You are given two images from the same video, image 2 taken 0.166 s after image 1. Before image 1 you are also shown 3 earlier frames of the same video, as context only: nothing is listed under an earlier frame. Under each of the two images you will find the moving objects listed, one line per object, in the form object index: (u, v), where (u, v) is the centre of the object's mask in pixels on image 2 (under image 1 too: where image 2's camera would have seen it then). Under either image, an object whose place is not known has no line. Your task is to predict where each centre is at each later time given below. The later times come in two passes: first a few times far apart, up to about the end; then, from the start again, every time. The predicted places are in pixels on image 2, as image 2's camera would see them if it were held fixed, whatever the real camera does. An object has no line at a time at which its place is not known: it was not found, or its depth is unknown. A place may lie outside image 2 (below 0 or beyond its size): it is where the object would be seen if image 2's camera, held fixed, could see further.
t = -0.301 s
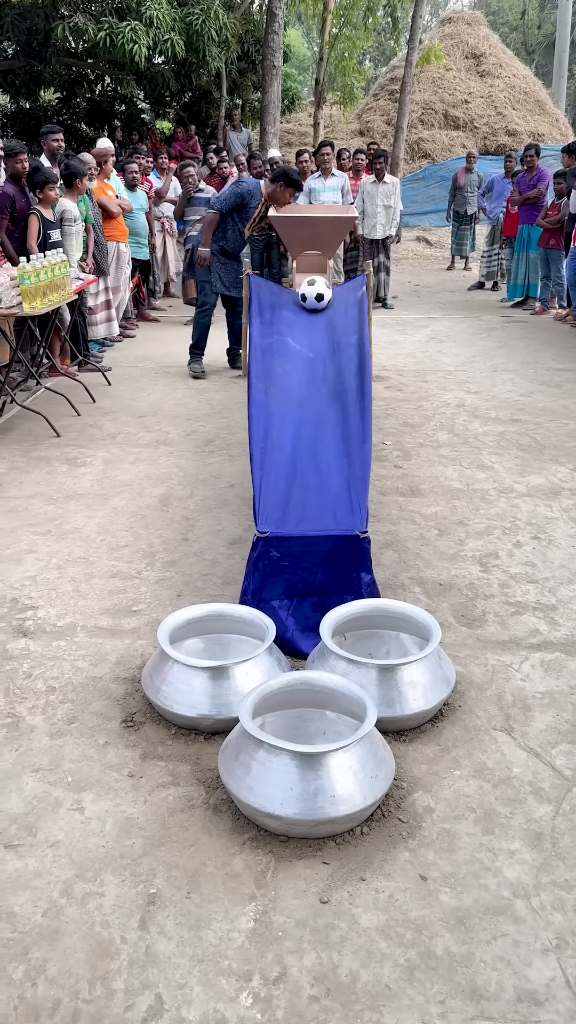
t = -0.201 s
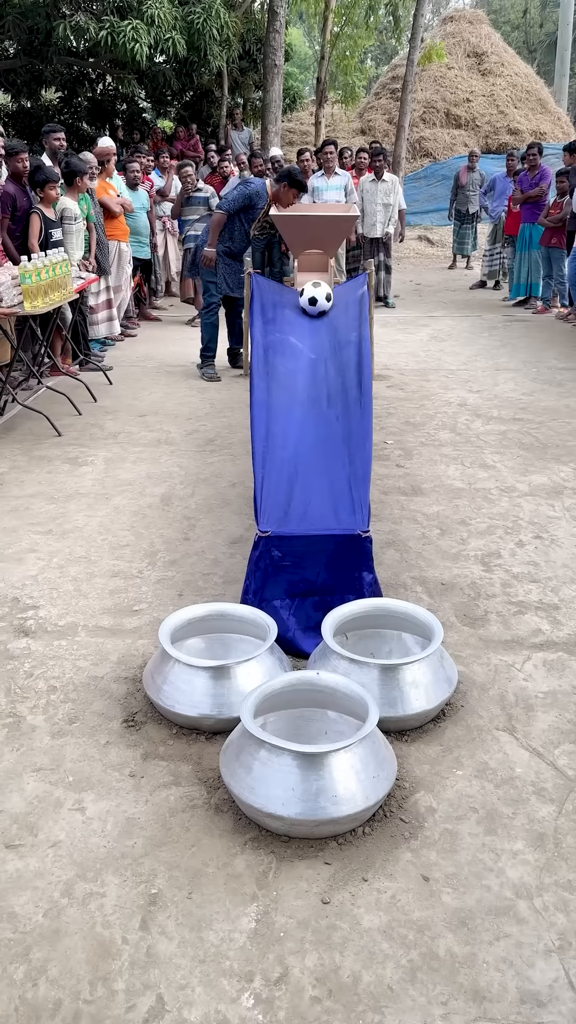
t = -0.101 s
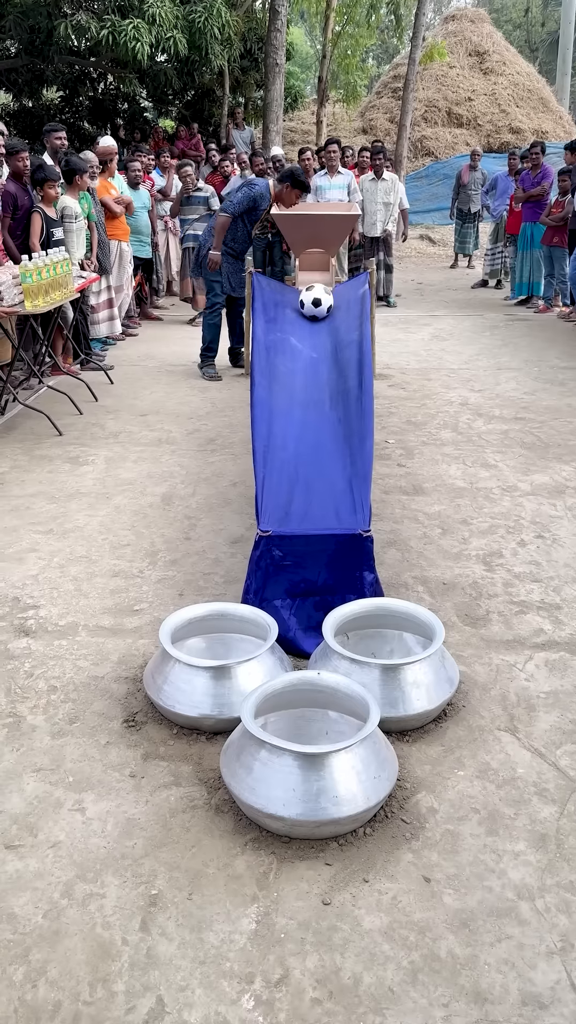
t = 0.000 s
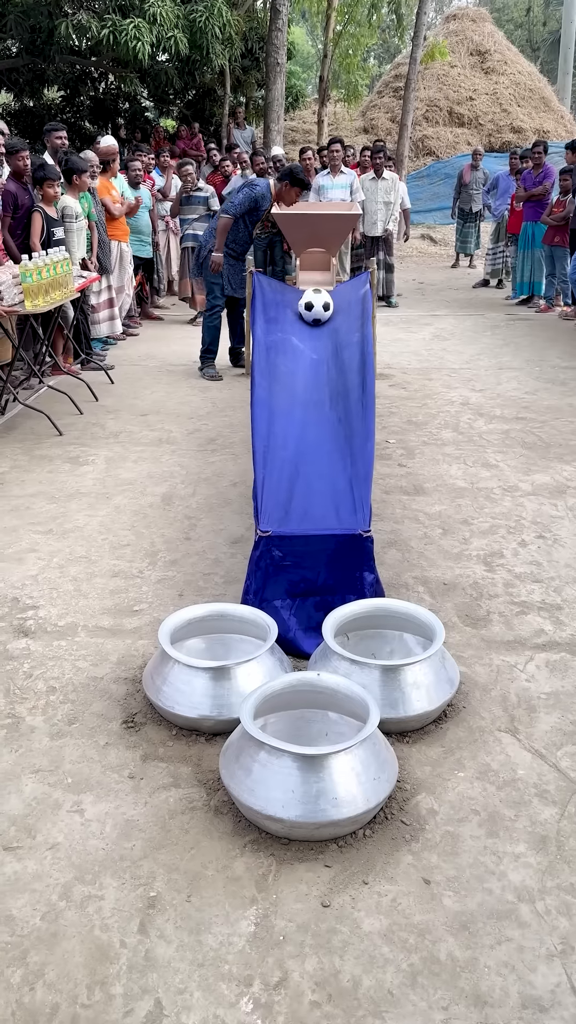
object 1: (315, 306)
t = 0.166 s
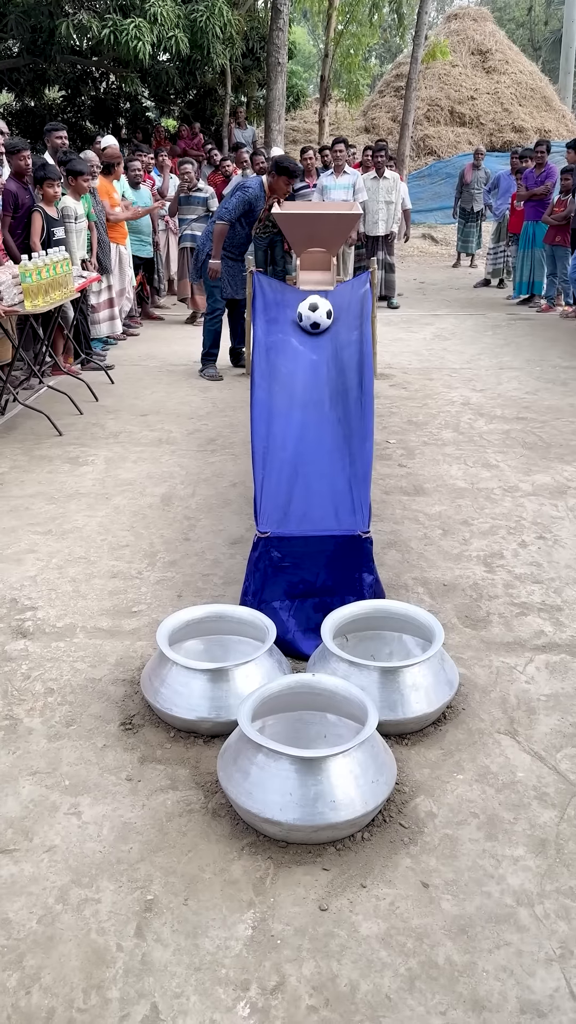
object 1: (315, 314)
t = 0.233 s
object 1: (315, 318)
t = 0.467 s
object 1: (317, 332)
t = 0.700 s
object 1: (318, 346)
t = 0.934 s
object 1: (316, 364)
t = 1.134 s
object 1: (314, 379)
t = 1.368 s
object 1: (315, 399)
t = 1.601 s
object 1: (316, 424)
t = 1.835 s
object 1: (314, 452)
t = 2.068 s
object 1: (311, 481)
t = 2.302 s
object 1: (310, 495)
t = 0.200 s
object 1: (315, 316)
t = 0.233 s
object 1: (315, 318)
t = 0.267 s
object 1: (315, 320)
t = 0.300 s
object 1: (315, 322)
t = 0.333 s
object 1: (316, 323)
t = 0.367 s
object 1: (316, 326)
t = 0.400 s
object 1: (316, 328)
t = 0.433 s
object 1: (317, 330)
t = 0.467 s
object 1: (317, 332)
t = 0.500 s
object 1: (317, 334)
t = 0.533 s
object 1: (318, 336)
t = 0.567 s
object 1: (318, 338)
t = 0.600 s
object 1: (318, 340)
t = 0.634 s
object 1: (318, 342)
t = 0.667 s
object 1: (318, 344)
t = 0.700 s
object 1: (318, 346)
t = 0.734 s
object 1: (318, 349)
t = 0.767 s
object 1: (317, 351)
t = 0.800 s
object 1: (317, 353)
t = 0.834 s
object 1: (317, 356)
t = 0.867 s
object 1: (317, 358)
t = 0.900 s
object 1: (316, 361)
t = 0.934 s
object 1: (316, 364)
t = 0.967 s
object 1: (316, 366)
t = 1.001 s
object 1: (315, 370)
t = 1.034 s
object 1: (315, 372)
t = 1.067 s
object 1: (314, 374)
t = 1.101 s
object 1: (314, 376)
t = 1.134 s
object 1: (314, 379)
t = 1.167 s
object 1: (314, 381)
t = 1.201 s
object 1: (314, 383)
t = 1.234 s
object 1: (314, 386)
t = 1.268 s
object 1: (314, 389)
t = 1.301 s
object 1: (315, 393)
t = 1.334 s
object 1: (315, 396)
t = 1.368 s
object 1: (315, 399)
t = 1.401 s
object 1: (315, 403)
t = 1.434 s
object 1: (315, 407)
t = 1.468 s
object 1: (316, 410)
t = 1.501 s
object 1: (316, 413)
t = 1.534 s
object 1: (316, 417)
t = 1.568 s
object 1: (316, 419)
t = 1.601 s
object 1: (316, 424)
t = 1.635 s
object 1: (316, 428)
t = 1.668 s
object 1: (316, 431)
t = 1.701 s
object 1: (316, 435)
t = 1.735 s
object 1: (316, 439)
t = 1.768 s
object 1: (315, 443)
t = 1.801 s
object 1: (315, 447)
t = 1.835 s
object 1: (314, 452)
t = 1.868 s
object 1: (314, 457)
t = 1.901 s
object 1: (314, 461)
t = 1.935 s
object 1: (313, 465)
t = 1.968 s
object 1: (313, 469)
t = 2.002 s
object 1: (312, 473)
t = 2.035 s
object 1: (312, 477)
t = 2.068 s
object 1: (311, 481)
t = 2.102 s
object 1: (311, 485)
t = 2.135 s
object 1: (311, 490)
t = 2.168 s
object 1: (311, 494)
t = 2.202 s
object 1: (311, 498)
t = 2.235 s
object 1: (311, 501)
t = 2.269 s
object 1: (311, 499)
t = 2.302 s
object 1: (310, 495)
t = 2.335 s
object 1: (310, 494)
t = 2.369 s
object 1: (310, 496)
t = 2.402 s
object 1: (309, 503)
